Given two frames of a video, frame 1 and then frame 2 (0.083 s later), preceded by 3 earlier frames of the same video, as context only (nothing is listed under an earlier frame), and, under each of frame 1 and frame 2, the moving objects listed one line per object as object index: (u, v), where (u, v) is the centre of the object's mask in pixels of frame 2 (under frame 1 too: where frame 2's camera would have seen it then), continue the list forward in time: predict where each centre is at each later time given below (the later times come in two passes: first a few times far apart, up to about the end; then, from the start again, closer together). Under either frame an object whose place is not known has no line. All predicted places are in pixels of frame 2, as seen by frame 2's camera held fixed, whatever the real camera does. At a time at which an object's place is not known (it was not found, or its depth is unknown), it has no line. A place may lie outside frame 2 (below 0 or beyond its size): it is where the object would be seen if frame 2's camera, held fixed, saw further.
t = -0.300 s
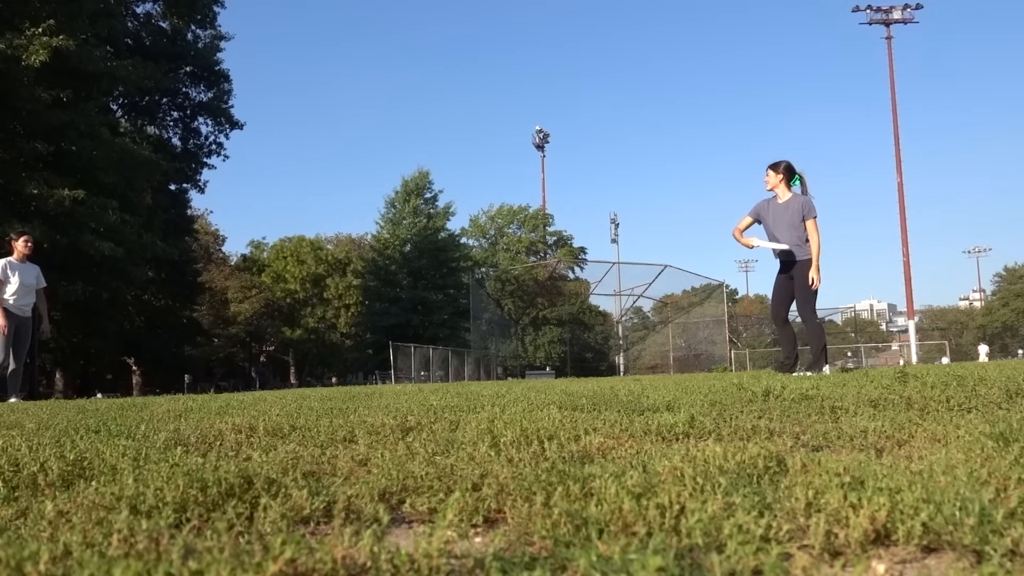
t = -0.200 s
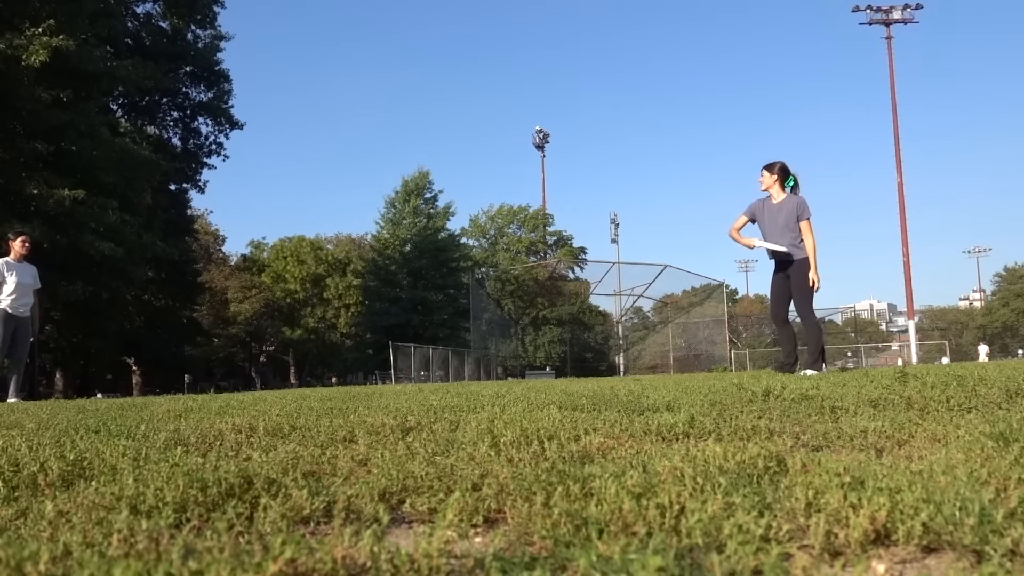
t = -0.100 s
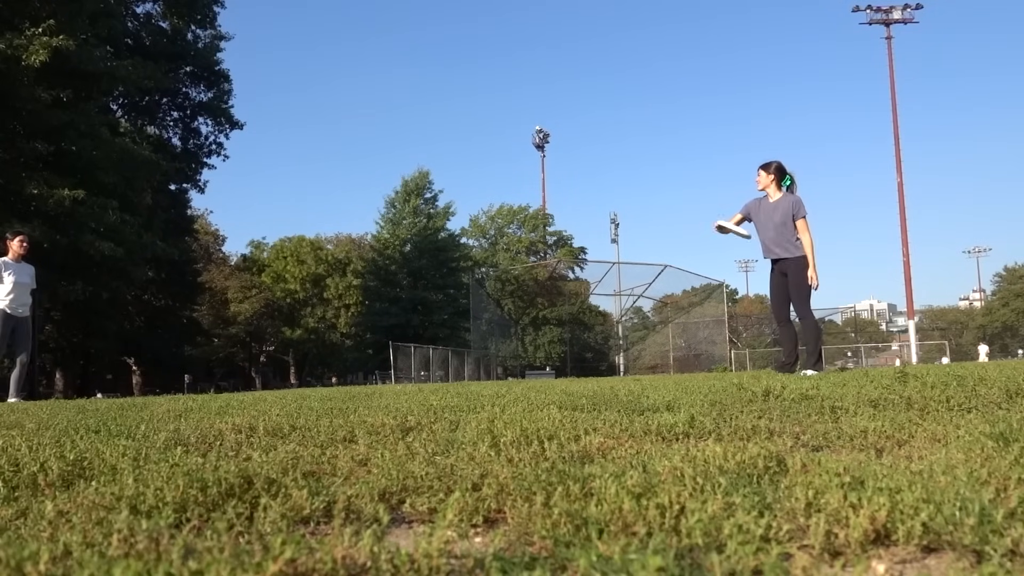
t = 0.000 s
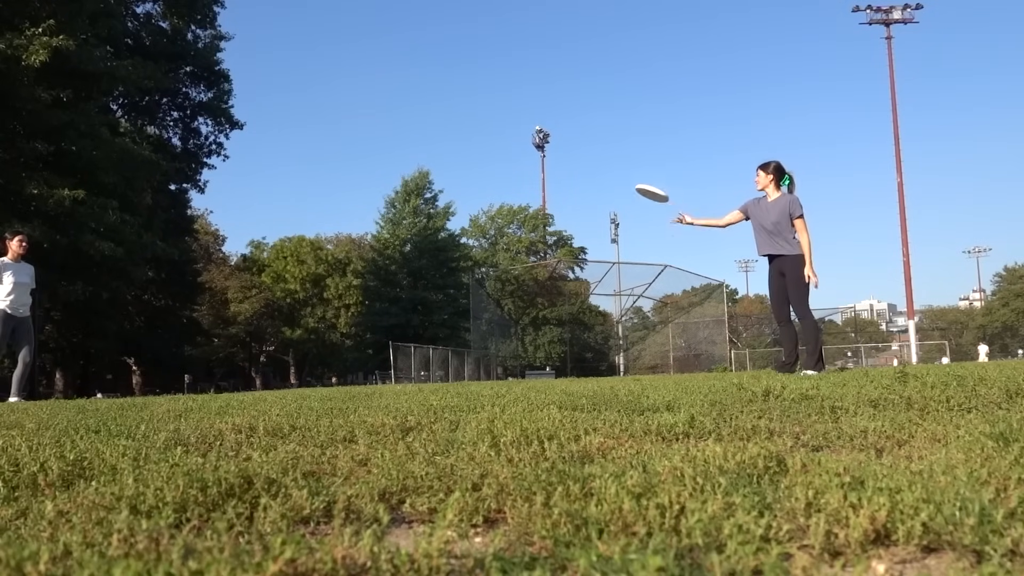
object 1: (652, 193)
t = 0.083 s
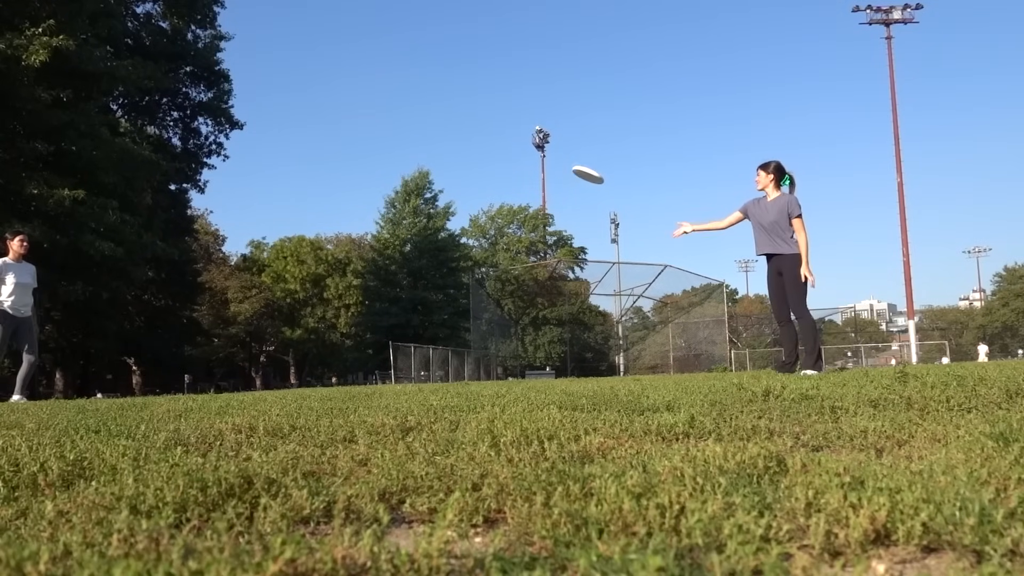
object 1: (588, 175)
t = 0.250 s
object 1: (479, 159)
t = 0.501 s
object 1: (356, 165)
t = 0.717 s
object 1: (278, 188)
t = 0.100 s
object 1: (576, 172)
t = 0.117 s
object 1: (564, 170)
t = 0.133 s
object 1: (553, 167)
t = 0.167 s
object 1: (530, 164)
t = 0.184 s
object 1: (519, 163)
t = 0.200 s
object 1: (509, 162)
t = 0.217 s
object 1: (498, 161)
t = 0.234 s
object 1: (488, 160)
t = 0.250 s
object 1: (479, 159)
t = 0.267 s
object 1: (469, 159)
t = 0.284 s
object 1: (459, 158)
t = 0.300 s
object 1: (450, 158)
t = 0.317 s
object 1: (441, 158)
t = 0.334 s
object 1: (433, 158)
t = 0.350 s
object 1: (424, 158)
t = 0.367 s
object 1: (416, 158)
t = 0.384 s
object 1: (408, 159)
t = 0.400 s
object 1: (400, 159)
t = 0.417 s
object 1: (392, 160)
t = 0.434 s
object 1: (385, 161)
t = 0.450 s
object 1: (377, 162)
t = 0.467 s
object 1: (370, 163)
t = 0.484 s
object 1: (363, 164)
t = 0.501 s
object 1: (356, 165)
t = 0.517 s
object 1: (349, 166)
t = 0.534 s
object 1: (342, 168)
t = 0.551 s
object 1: (336, 169)
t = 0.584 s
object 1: (323, 173)
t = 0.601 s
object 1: (317, 174)
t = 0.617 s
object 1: (311, 176)
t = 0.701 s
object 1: (283, 186)
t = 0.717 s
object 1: (278, 188)
